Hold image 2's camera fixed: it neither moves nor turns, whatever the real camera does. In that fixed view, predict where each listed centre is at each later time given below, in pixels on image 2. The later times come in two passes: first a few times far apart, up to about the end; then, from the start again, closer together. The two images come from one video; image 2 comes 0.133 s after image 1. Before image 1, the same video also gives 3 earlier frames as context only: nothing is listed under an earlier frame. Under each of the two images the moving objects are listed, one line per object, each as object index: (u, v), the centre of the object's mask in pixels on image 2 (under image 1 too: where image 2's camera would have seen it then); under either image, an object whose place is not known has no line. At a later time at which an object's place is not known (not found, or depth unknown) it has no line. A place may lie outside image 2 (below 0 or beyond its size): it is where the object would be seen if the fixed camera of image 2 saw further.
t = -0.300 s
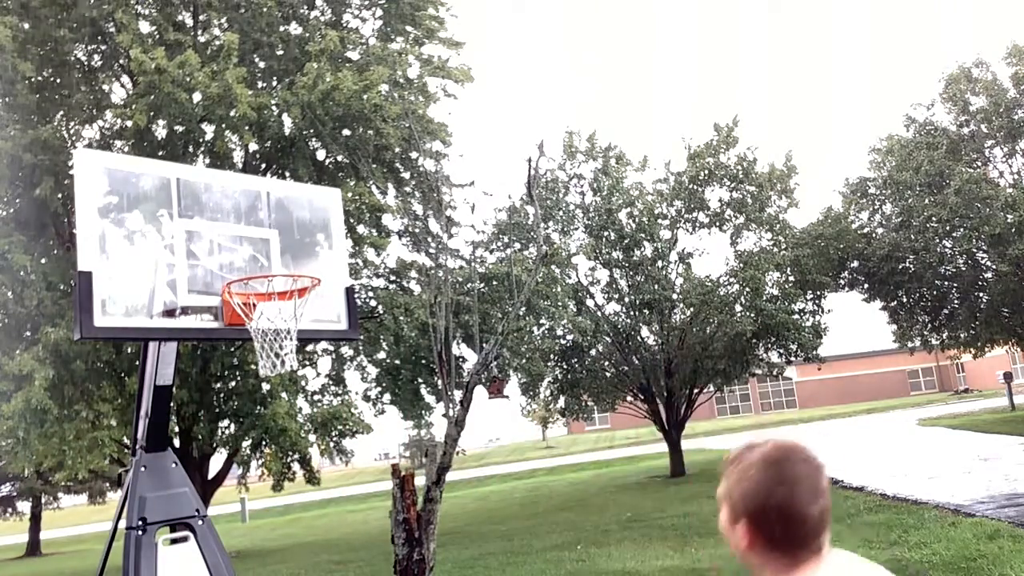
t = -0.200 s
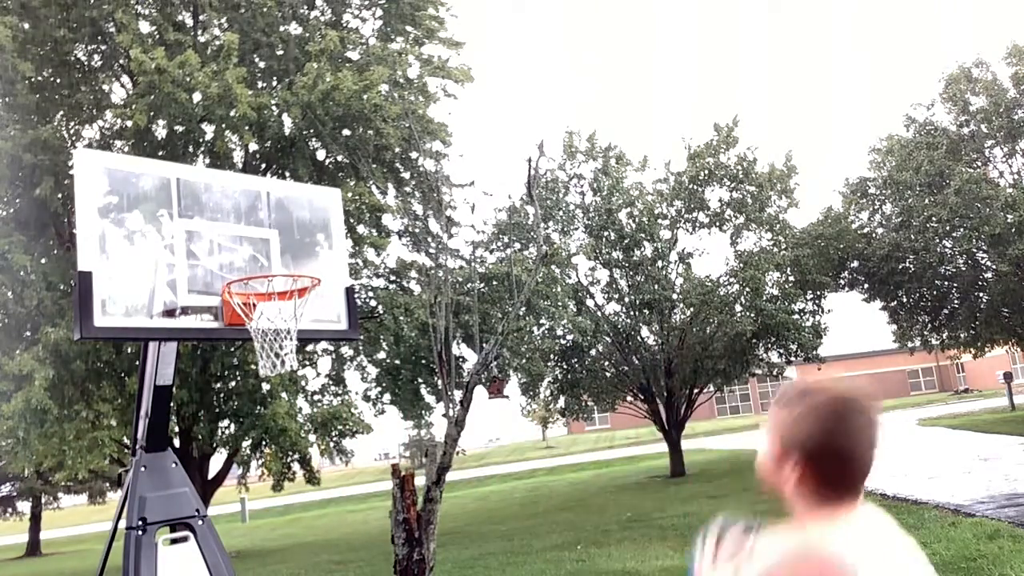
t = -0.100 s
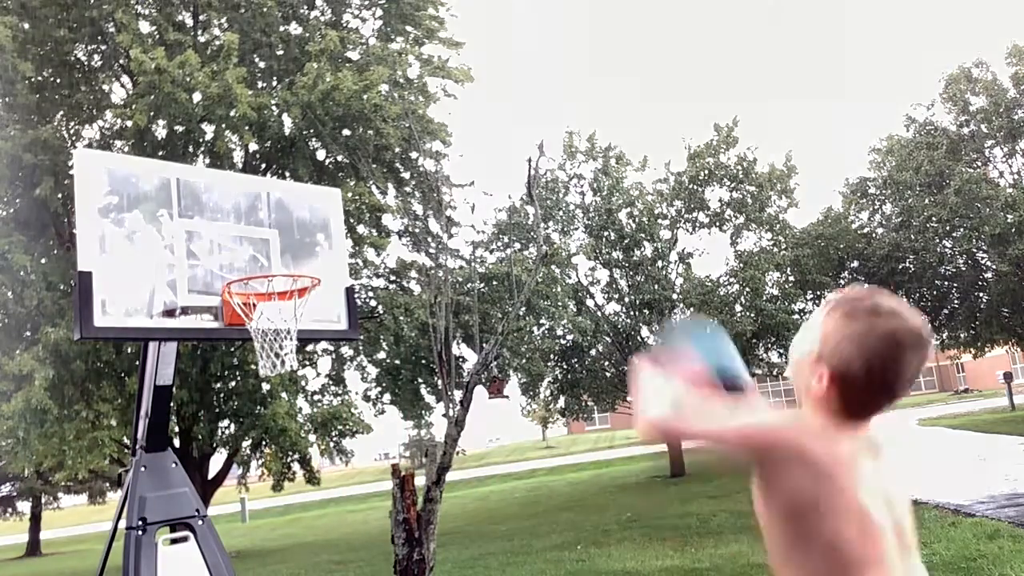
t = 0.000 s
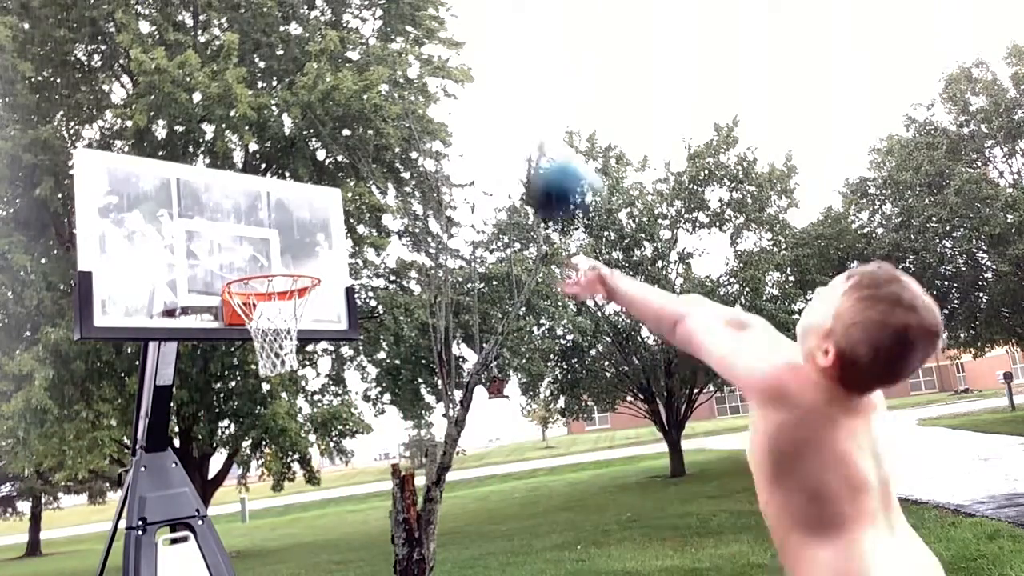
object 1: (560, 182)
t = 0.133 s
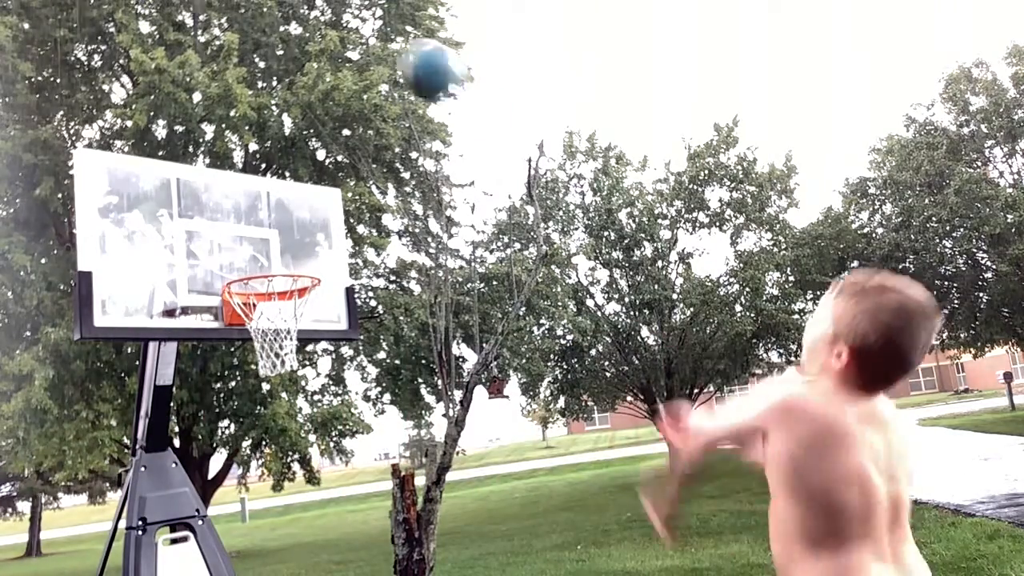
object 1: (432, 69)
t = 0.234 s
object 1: (371, 45)
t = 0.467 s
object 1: (292, 83)
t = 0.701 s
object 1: (240, 201)
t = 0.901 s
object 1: (299, 278)
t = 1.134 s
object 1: (233, 314)
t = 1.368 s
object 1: (265, 348)
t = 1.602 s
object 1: (325, 441)
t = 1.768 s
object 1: (360, 562)
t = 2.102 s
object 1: (416, 564)
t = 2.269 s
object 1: (434, 524)
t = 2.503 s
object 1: (465, 554)
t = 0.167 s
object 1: (412, 58)
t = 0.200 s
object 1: (390, 48)
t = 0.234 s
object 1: (371, 45)
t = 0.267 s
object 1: (358, 46)
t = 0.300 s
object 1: (345, 47)
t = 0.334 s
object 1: (332, 49)
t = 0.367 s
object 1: (320, 54)
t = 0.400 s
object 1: (310, 63)
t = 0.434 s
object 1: (300, 72)
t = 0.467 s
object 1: (292, 83)
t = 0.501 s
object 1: (282, 95)
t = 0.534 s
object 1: (274, 111)
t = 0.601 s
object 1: (262, 142)
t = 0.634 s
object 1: (255, 159)
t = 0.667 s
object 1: (248, 180)
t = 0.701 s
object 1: (240, 201)
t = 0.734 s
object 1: (237, 217)
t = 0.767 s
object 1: (245, 230)
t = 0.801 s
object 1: (257, 240)
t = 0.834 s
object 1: (274, 252)
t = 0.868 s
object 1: (290, 259)
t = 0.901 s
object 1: (299, 278)
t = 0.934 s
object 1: (287, 287)
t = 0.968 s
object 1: (266, 293)
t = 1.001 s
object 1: (249, 302)
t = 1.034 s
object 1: (236, 308)
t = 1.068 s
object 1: (234, 310)
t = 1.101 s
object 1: (233, 313)
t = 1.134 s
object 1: (233, 314)
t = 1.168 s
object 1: (237, 318)
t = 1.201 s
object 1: (245, 326)
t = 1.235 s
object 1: (246, 332)
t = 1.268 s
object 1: (252, 333)
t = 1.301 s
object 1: (253, 341)
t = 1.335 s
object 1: (259, 346)
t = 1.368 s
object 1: (265, 348)
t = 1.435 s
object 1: (288, 372)
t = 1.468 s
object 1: (292, 376)
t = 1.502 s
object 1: (297, 387)
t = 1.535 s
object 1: (308, 407)
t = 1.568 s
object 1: (315, 423)
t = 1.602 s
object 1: (325, 441)
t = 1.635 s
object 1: (331, 465)
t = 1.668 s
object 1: (336, 488)
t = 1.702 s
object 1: (344, 515)
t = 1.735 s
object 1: (352, 543)
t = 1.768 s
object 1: (360, 562)
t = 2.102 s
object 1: (416, 564)
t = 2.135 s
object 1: (419, 555)
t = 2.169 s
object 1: (422, 544)
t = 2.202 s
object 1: (426, 535)
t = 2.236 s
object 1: (430, 529)
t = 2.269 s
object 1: (434, 524)
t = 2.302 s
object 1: (438, 523)
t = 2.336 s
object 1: (441, 523)
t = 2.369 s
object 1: (446, 524)
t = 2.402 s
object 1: (451, 529)
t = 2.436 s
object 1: (456, 536)
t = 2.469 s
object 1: (459, 543)
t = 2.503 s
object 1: (465, 554)
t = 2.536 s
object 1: (469, 562)
